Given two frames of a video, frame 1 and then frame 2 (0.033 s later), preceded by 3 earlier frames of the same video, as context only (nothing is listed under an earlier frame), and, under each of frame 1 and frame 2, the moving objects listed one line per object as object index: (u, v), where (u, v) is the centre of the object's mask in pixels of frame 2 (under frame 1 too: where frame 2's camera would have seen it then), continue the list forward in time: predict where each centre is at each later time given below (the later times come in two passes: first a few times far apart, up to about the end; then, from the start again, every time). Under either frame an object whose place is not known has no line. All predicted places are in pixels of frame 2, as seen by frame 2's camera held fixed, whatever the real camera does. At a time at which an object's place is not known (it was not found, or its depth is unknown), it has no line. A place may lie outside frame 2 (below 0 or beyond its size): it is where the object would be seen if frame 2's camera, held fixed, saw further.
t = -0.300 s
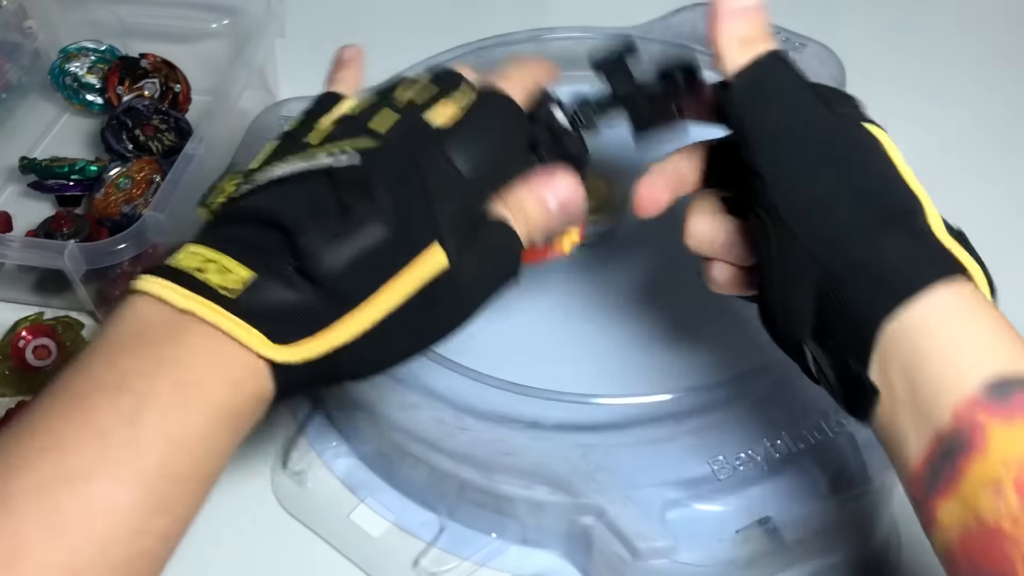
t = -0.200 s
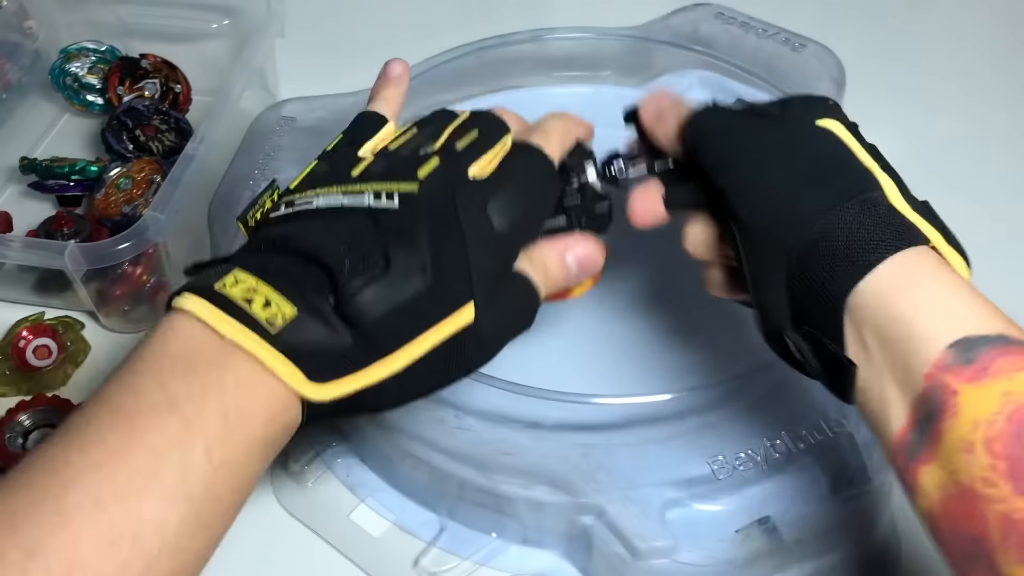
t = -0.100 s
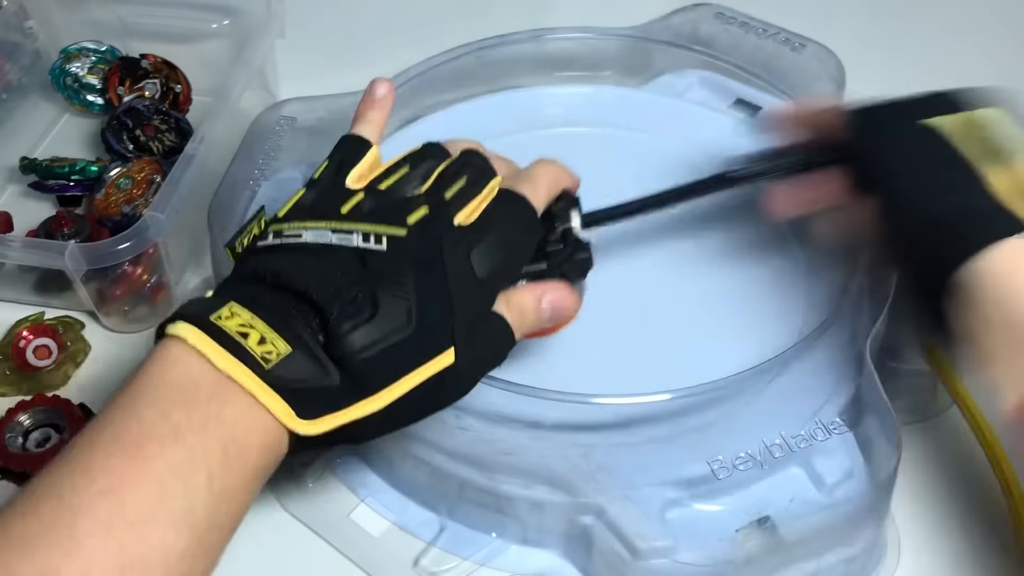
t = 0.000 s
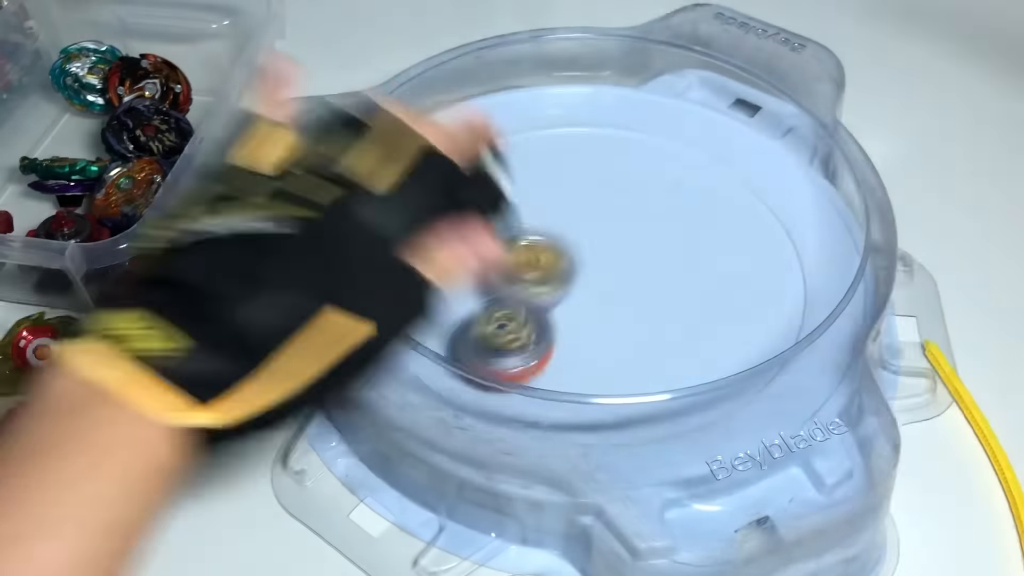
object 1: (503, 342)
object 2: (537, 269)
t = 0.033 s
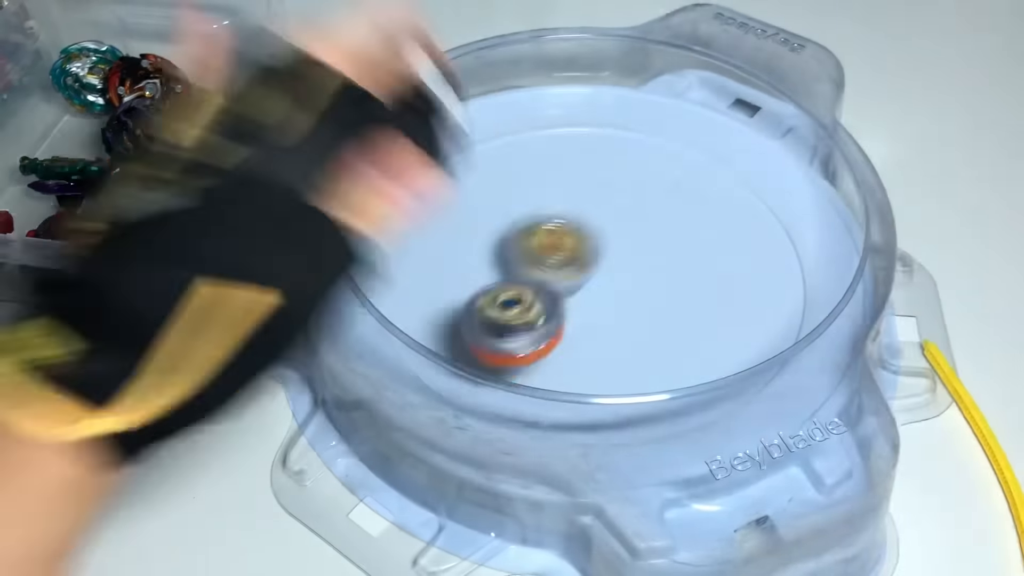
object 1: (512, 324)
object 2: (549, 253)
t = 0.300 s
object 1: (634, 356)
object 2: (637, 181)
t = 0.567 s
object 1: (675, 237)
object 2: (588, 179)
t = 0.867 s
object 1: (633, 293)
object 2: (432, 204)
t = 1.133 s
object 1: (595, 295)
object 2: (534, 370)
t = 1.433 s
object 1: (583, 350)
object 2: (772, 246)
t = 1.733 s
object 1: (604, 232)
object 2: (535, 110)
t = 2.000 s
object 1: (400, 209)
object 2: (398, 319)
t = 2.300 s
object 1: (629, 395)
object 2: (797, 269)
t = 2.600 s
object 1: (709, 138)
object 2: (517, 113)
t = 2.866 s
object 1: (390, 166)
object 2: (439, 352)
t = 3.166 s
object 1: (603, 390)
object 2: (797, 248)
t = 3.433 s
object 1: (796, 174)
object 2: (536, 107)
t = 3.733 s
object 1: (493, 163)
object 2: (455, 359)
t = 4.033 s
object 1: (544, 431)
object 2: (801, 239)
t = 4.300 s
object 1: (824, 296)
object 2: (515, 115)
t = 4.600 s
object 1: (566, 109)
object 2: (460, 362)
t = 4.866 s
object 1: (411, 333)
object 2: (798, 259)
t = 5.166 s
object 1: (796, 234)
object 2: (506, 117)
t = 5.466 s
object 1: (451, 141)
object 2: (478, 376)
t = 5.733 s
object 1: (636, 407)
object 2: (797, 251)
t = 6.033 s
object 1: (703, 113)
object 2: (499, 116)
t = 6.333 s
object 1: (453, 178)
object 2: (485, 375)
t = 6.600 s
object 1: (430, 333)
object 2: (801, 257)
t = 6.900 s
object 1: (680, 369)
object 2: (495, 120)
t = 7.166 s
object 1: (695, 209)
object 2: (431, 350)
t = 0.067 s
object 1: (521, 316)
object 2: (571, 240)
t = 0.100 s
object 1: (531, 324)
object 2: (590, 227)
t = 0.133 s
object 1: (543, 336)
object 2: (607, 215)
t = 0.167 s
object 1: (560, 345)
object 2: (621, 204)
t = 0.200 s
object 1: (571, 373)
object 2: (630, 195)
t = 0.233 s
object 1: (589, 400)
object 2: (637, 188)
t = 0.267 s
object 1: (612, 377)
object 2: (641, 183)
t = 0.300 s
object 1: (634, 356)
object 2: (637, 181)
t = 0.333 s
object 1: (655, 353)
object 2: (635, 178)
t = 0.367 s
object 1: (673, 348)
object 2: (632, 176)
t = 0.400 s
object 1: (688, 328)
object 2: (627, 175)
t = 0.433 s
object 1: (695, 307)
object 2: (621, 176)
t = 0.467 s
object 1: (697, 286)
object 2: (614, 177)
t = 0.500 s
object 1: (691, 265)
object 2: (606, 179)
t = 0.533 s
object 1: (682, 246)
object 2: (597, 181)
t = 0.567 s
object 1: (675, 237)
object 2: (588, 179)
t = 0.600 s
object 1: (687, 249)
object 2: (558, 156)
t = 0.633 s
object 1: (694, 262)
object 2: (531, 135)
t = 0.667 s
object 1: (698, 273)
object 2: (502, 120)
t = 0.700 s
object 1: (697, 283)
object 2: (485, 118)
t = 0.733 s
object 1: (690, 290)
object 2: (467, 127)
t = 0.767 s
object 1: (680, 295)
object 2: (453, 140)
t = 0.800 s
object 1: (667, 297)
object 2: (442, 161)
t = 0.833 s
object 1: (652, 296)
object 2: (434, 180)
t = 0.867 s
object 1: (633, 293)
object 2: (432, 204)
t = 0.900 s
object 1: (613, 289)
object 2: (437, 228)
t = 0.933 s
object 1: (593, 286)
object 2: (450, 256)
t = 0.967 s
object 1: (575, 285)
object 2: (471, 282)
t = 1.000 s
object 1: (577, 283)
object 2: (482, 300)
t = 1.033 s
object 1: (584, 283)
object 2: (486, 325)
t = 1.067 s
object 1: (592, 288)
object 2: (498, 341)
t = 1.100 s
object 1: (596, 292)
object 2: (514, 359)
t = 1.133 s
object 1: (595, 295)
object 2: (534, 370)
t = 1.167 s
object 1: (591, 299)
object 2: (560, 382)
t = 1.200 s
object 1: (585, 301)
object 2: (591, 382)
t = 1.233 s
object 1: (577, 307)
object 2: (627, 375)
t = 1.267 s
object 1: (571, 315)
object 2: (660, 366)
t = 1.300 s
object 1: (567, 322)
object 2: (692, 351)
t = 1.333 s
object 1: (564, 330)
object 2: (720, 330)
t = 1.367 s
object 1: (566, 337)
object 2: (745, 305)
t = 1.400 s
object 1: (573, 344)
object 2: (762, 277)
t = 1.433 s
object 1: (583, 350)
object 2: (772, 246)
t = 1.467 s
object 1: (598, 351)
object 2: (776, 214)
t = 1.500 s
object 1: (615, 349)
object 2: (773, 181)
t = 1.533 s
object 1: (630, 339)
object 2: (751, 162)
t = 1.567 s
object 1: (642, 326)
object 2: (720, 144)
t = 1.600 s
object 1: (647, 308)
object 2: (691, 127)
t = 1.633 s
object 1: (645, 289)
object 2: (654, 114)
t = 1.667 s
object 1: (636, 268)
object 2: (615, 110)
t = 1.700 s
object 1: (622, 250)
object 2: (574, 108)
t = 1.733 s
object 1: (604, 232)
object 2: (535, 110)
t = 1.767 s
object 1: (581, 217)
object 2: (498, 120)
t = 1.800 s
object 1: (557, 204)
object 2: (462, 133)
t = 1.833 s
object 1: (531, 195)
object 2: (428, 152)
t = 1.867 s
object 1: (504, 189)
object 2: (401, 178)
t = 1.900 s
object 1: (476, 188)
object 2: (382, 210)
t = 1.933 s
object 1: (449, 190)
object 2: (379, 242)
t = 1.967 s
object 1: (423, 197)
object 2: (378, 281)
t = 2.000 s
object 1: (400, 209)
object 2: (398, 319)
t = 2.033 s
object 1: (385, 225)
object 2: (440, 353)
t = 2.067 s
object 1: (386, 251)
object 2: (490, 381)
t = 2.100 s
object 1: (396, 279)
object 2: (553, 399)
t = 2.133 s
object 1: (412, 310)
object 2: (617, 404)
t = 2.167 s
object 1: (437, 343)
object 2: (676, 393)
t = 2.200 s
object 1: (476, 368)
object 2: (726, 371)
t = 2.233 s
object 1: (522, 386)
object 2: (764, 342)
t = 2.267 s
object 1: (576, 396)
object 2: (786, 304)
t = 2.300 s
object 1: (629, 395)
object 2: (797, 269)
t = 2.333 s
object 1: (684, 381)
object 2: (794, 231)
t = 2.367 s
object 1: (721, 362)
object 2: (775, 196)
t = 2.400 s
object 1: (755, 333)
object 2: (752, 170)
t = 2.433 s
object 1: (777, 303)
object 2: (719, 147)
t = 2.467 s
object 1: (789, 268)
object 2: (685, 127)
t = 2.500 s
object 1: (788, 232)
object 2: (644, 113)
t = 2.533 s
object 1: (771, 197)
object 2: (603, 109)
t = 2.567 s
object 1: (745, 166)
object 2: (560, 108)
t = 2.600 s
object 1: (709, 138)
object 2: (517, 113)
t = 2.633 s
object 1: (665, 116)
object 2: (474, 125)
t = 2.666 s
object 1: (622, 98)
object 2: (437, 144)
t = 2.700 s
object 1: (579, 88)
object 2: (405, 169)
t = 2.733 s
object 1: (535, 96)
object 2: (384, 201)
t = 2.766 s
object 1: (494, 106)
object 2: (377, 239)
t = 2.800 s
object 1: (455, 122)
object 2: (377, 278)
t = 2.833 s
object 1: (420, 141)
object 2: (401, 318)
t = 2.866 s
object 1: (390, 166)
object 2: (439, 352)
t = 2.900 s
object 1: (368, 194)
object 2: (490, 381)
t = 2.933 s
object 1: (349, 225)
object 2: (549, 393)
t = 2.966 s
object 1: (341, 260)
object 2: (609, 401)
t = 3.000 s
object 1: (358, 288)
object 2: (668, 391)
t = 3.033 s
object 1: (390, 316)
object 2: (715, 373)
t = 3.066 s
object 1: (432, 346)
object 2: (753, 347)
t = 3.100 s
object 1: (488, 371)
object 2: (781, 316)
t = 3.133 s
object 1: (546, 385)
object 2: (792, 283)
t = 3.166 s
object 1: (603, 390)
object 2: (797, 248)
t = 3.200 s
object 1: (661, 384)
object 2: (788, 215)
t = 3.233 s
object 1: (711, 369)
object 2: (770, 182)
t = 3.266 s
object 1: (753, 346)
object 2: (741, 158)
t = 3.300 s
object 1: (784, 314)
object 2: (709, 135)
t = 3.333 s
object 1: (802, 280)
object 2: (668, 118)
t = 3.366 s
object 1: (812, 243)
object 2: (627, 107)
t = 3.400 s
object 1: (811, 207)
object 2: (581, 105)
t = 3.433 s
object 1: (796, 174)
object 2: (536, 107)
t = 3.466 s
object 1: (770, 148)
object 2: (490, 118)
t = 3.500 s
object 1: (740, 127)
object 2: (450, 135)
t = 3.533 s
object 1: (708, 108)
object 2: (419, 158)
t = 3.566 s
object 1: (670, 93)
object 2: (391, 189)
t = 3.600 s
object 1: (631, 84)
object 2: (380, 222)
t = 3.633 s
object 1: (597, 100)
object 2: (378, 262)
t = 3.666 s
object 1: (560, 121)
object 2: (390, 297)
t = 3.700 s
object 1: (525, 140)
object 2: (414, 334)
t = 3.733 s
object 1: (493, 163)
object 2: (455, 359)
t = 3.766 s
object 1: (465, 189)
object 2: (505, 382)
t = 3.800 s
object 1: (442, 218)
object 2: (557, 393)
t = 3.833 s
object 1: (427, 249)
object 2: (613, 401)
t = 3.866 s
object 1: (419, 283)
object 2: (669, 391)
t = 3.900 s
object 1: (421, 316)
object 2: (718, 374)
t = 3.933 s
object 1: (434, 352)
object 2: (757, 349)
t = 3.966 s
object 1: (461, 383)
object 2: (786, 316)
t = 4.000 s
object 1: (495, 417)
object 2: (799, 278)
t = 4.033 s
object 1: (544, 431)
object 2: (801, 239)
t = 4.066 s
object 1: (593, 435)
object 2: (785, 203)
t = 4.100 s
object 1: (643, 432)
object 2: (765, 172)
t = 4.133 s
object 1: (689, 423)
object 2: (727, 148)
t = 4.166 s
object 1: (729, 407)
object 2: (689, 127)
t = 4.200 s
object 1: (767, 386)
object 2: (645, 114)
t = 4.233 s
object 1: (797, 358)
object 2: (600, 108)
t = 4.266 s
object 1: (814, 329)
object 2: (556, 108)
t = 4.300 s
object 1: (824, 296)
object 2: (515, 115)
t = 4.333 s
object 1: (815, 261)
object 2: (477, 127)
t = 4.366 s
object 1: (811, 231)
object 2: (439, 145)
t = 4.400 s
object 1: (793, 202)
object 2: (413, 169)
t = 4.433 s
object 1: (770, 176)
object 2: (390, 197)
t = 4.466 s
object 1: (740, 154)
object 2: (380, 229)
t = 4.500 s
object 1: (706, 137)
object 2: (382, 260)
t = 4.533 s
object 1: (666, 122)
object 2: (390, 299)
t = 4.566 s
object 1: (617, 113)
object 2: (418, 335)
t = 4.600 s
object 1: (566, 109)
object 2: (460, 362)
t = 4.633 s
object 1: (514, 115)
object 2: (513, 386)
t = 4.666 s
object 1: (469, 131)
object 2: (571, 398)
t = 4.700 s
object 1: (430, 152)
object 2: (632, 400)
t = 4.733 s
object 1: (401, 180)
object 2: (692, 386)
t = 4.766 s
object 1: (385, 217)
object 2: (737, 364)
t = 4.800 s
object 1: (380, 254)
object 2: (772, 332)
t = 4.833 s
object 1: (386, 297)
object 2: (789, 294)
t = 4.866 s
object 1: (411, 333)
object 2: (798, 259)
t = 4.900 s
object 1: (453, 367)
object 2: (790, 221)
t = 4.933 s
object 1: (514, 396)
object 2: (770, 189)
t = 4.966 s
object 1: (580, 407)
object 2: (743, 161)
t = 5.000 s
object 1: (653, 405)
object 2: (708, 139)
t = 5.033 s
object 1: (711, 385)
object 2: (672, 122)
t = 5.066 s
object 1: (759, 356)
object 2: (631, 113)
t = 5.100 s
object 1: (786, 319)
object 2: (590, 109)
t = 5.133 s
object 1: (801, 276)
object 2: (548, 110)
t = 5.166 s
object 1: (796, 234)
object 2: (506, 117)
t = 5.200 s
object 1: (777, 195)
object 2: (468, 127)
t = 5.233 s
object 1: (747, 164)
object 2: (433, 147)
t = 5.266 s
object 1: (711, 140)
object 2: (404, 171)
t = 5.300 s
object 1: (669, 124)
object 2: (383, 202)
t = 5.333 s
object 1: (624, 114)
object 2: (378, 237)
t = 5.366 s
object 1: (578, 109)
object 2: (377, 275)
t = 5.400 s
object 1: (535, 113)
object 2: (397, 314)
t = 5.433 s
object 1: (493, 124)
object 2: (430, 350)
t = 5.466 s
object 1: (451, 141)
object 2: (478, 376)
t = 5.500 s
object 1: (418, 168)
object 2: (540, 392)
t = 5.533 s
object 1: (394, 201)
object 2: (601, 400)
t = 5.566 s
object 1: (382, 243)
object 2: (657, 393)
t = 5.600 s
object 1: (393, 290)
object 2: (708, 375)
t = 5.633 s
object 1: (426, 344)
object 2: (746, 354)
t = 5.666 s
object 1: (479, 380)
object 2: (776, 319)
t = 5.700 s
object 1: (556, 406)
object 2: (793, 286)
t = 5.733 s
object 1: (636, 407)
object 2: (797, 251)
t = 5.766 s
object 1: (708, 387)
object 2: (788, 217)
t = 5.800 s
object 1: (759, 355)
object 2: (770, 187)
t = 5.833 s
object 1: (789, 312)
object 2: (744, 159)
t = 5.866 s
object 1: (803, 262)
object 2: (710, 136)
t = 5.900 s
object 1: (803, 216)
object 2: (670, 119)
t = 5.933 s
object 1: (797, 176)
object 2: (632, 109)
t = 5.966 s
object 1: (767, 152)
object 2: (586, 101)
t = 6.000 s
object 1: (737, 129)
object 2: (542, 107)
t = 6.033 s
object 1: (703, 113)
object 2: (499, 116)
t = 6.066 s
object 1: (671, 99)
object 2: (458, 131)
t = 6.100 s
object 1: (644, 91)
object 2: (424, 152)
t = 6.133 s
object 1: (618, 88)
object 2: (397, 180)
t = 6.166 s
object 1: (588, 100)
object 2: (379, 214)
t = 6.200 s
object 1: (559, 111)
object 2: (378, 247)
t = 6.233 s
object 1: (528, 128)
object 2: (379, 286)
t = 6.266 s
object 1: (500, 144)
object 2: (403, 323)
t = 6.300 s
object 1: (474, 161)
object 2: (438, 353)
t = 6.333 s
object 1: (453, 178)
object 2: (485, 375)
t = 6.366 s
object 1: (435, 196)
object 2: (541, 392)
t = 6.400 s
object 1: (422, 215)
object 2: (596, 400)
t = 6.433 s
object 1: (412, 235)
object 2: (653, 397)
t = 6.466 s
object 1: (407, 255)
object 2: (703, 380)
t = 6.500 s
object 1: (406, 277)
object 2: (743, 358)
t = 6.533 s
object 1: (412, 294)
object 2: (776, 326)
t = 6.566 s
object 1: (418, 314)
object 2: (795, 290)
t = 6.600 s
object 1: (430, 333)
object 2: (801, 257)
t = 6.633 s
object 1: (447, 352)
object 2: (794, 220)
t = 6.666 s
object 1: (469, 367)
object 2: (773, 188)
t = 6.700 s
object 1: (496, 381)
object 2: (745, 159)
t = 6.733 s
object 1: (523, 391)
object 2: (708, 137)
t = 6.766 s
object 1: (558, 397)
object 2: (668, 117)
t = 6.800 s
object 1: (591, 398)
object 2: (627, 110)
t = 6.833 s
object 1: (623, 394)
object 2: (581, 107)
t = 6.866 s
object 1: (655, 384)
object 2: (537, 111)
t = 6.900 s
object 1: (680, 369)
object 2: (495, 120)
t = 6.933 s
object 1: (700, 352)
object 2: (457, 135)
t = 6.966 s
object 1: (715, 332)
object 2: (425, 154)
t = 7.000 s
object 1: (723, 311)
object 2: (400, 179)
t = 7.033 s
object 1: (727, 289)
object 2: (383, 211)
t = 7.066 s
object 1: (725, 266)
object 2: (378, 244)
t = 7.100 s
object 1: (718, 246)
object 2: (387, 276)
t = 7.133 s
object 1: (708, 227)
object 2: (398, 318)
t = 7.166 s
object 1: (695, 209)
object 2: (431, 350)
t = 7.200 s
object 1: (678, 193)
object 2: (478, 377)
